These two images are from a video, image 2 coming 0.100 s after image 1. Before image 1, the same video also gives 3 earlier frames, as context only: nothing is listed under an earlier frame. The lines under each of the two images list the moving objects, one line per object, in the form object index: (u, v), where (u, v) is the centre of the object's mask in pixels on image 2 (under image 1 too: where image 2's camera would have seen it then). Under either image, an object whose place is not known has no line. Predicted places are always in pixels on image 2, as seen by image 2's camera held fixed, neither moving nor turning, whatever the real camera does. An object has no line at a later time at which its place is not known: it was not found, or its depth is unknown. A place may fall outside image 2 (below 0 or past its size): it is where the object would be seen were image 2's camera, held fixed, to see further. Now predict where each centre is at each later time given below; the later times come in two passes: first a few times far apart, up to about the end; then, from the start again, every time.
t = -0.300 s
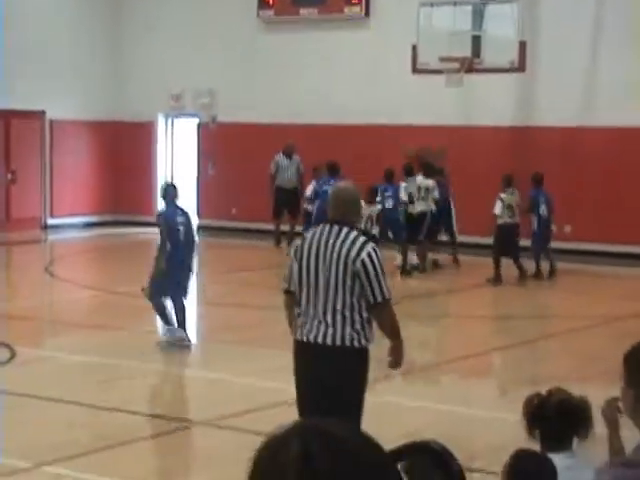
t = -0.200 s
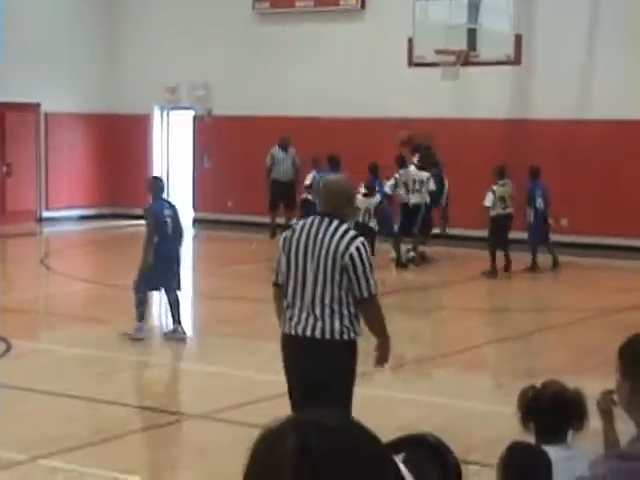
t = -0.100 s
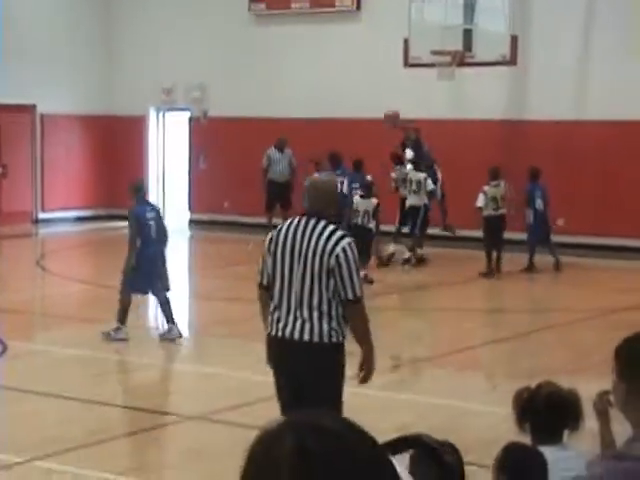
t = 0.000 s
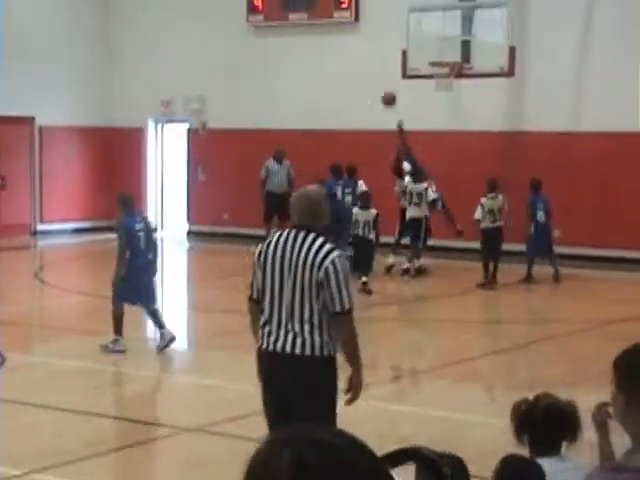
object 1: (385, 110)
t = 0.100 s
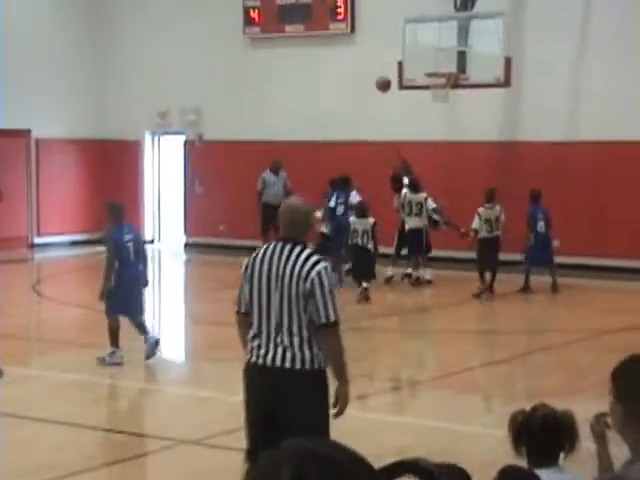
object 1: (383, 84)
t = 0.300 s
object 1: (380, 52)
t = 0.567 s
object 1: (376, 52)
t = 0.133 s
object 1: (383, 77)
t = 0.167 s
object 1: (382, 71)
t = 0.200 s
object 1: (382, 65)
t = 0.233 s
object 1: (381, 60)
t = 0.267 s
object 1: (380, 56)
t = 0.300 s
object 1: (380, 52)
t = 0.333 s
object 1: (379, 50)
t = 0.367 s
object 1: (379, 48)
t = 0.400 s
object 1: (378, 47)
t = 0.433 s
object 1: (378, 46)
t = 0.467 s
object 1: (377, 46)
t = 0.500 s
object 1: (377, 47)
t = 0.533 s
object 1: (377, 49)
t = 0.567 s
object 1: (376, 52)
